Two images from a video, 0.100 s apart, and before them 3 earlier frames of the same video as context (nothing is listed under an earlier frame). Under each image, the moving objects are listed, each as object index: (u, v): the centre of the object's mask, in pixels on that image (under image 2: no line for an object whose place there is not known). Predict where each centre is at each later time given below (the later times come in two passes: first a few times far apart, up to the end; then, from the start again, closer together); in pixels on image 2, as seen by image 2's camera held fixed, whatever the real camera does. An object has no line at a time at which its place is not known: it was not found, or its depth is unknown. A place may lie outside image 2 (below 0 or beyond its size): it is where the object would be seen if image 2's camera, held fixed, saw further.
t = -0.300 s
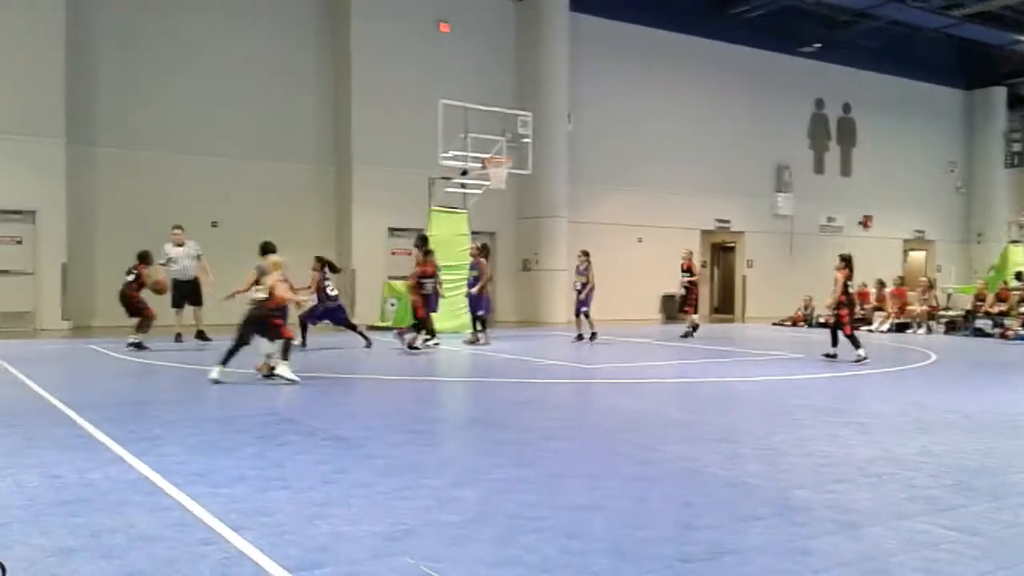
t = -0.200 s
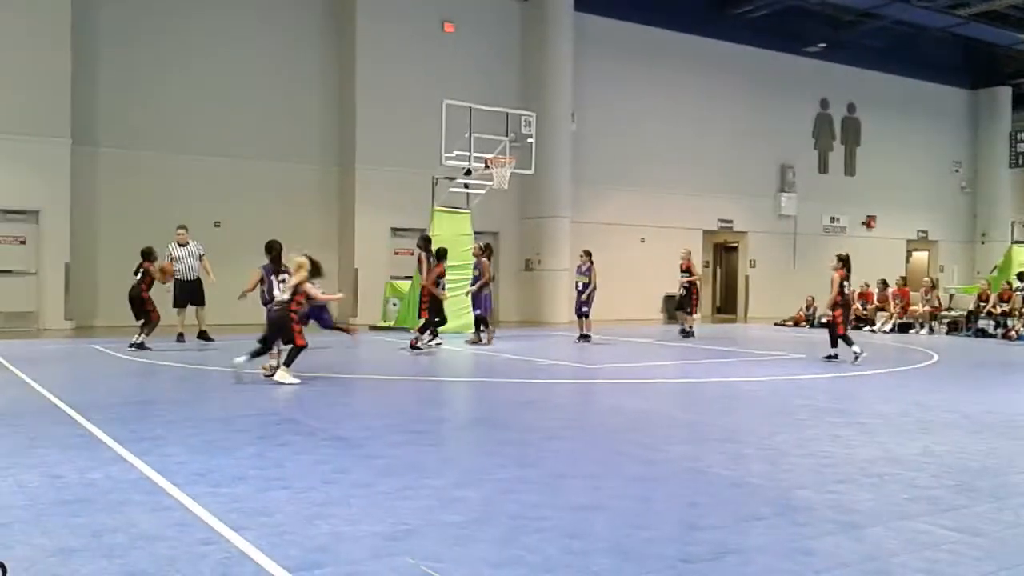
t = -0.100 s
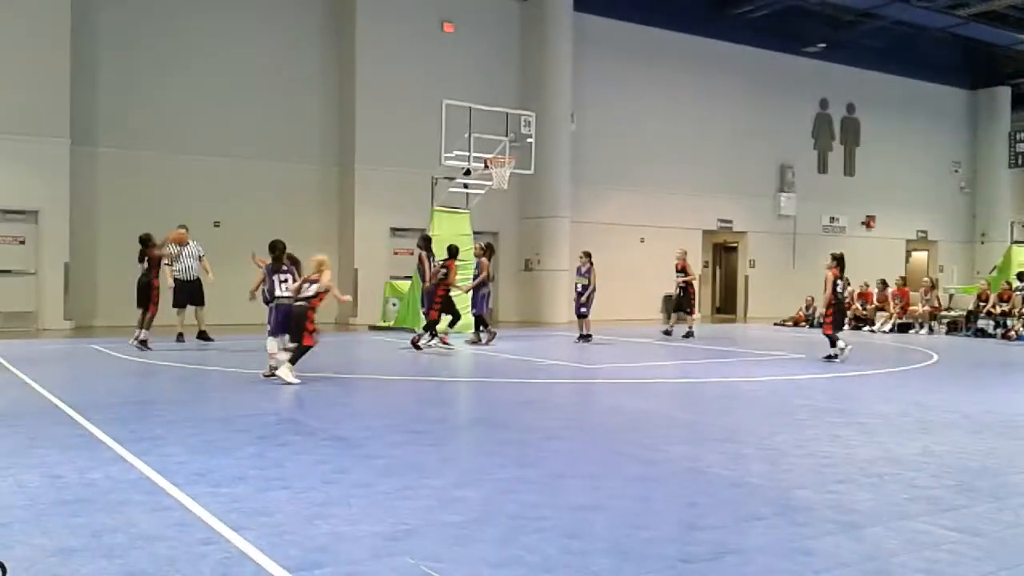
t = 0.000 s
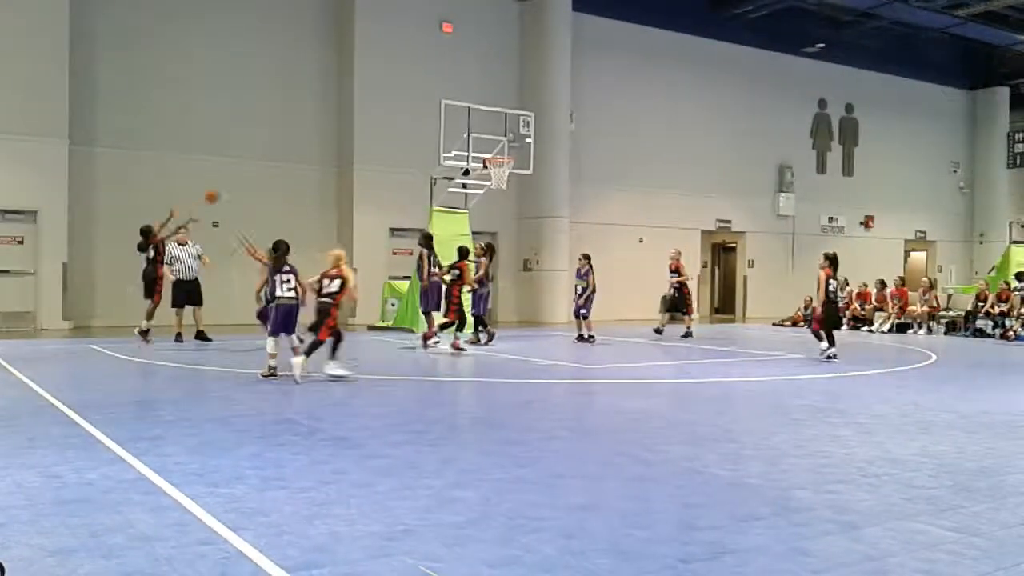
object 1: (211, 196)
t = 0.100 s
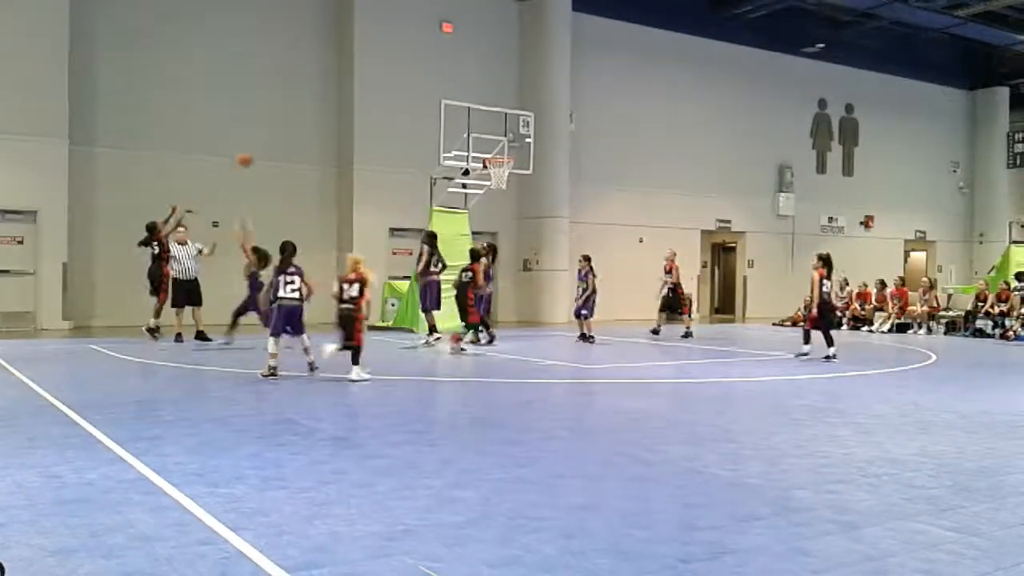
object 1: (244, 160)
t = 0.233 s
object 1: (289, 121)
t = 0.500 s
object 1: (371, 87)
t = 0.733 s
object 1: (434, 96)
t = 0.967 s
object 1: (489, 134)
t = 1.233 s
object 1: (552, 173)
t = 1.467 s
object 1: (600, 231)
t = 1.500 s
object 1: (607, 238)
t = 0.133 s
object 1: (257, 148)
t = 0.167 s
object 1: (267, 138)
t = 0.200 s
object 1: (278, 130)
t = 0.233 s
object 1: (289, 121)
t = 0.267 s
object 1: (301, 113)
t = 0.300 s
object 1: (312, 107)
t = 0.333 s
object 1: (323, 101)
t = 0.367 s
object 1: (333, 97)
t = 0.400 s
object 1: (341, 91)
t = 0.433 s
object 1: (351, 91)
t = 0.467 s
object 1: (362, 88)
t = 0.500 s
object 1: (371, 87)
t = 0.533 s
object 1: (381, 86)
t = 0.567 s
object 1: (391, 86)
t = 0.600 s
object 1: (400, 87)
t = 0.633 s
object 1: (409, 88)
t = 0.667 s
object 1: (417, 90)
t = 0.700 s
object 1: (426, 92)
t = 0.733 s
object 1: (434, 96)
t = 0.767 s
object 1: (443, 100)
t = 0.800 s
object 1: (450, 104)
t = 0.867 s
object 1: (466, 114)
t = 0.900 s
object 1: (473, 121)
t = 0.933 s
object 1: (481, 127)
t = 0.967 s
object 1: (489, 134)
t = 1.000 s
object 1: (498, 143)
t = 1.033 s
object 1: (504, 149)
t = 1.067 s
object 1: (513, 153)
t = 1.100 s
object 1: (517, 154)
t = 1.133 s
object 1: (525, 160)
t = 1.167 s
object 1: (538, 164)
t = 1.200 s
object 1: (545, 168)
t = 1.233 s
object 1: (552, 173)
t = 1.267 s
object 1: (561, 176)
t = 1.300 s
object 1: (566, 185)
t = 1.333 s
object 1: (573, 192)
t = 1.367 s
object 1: (580, 200)
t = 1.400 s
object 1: (587, 210)
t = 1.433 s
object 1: (594, 220)
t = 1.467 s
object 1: (600, 231)
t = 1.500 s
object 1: (607, 238)
